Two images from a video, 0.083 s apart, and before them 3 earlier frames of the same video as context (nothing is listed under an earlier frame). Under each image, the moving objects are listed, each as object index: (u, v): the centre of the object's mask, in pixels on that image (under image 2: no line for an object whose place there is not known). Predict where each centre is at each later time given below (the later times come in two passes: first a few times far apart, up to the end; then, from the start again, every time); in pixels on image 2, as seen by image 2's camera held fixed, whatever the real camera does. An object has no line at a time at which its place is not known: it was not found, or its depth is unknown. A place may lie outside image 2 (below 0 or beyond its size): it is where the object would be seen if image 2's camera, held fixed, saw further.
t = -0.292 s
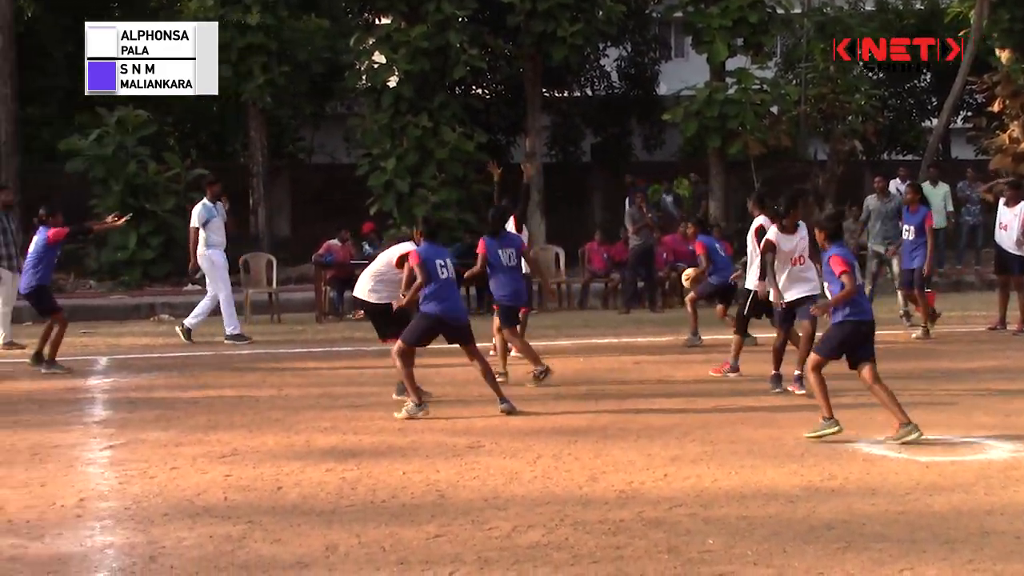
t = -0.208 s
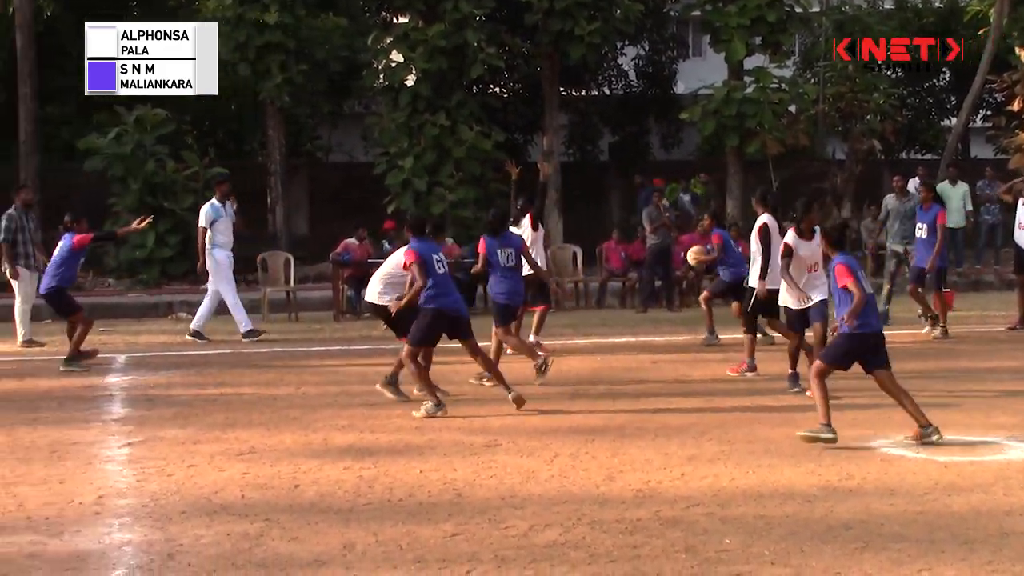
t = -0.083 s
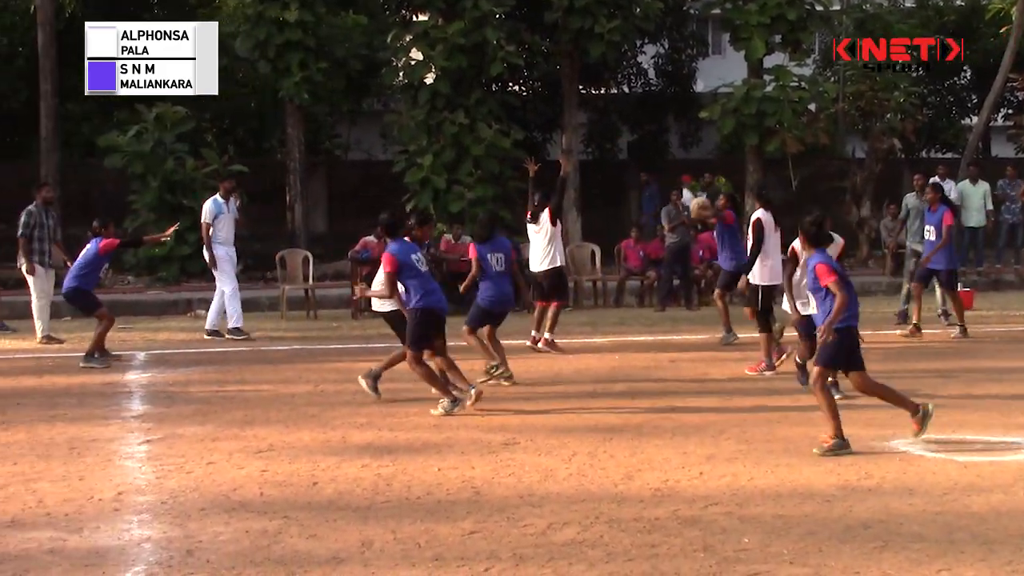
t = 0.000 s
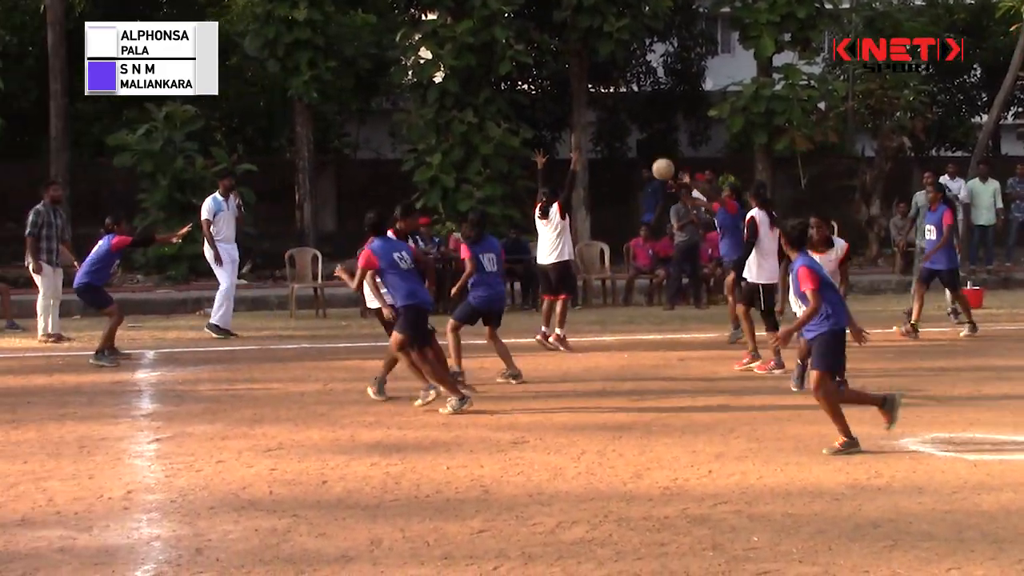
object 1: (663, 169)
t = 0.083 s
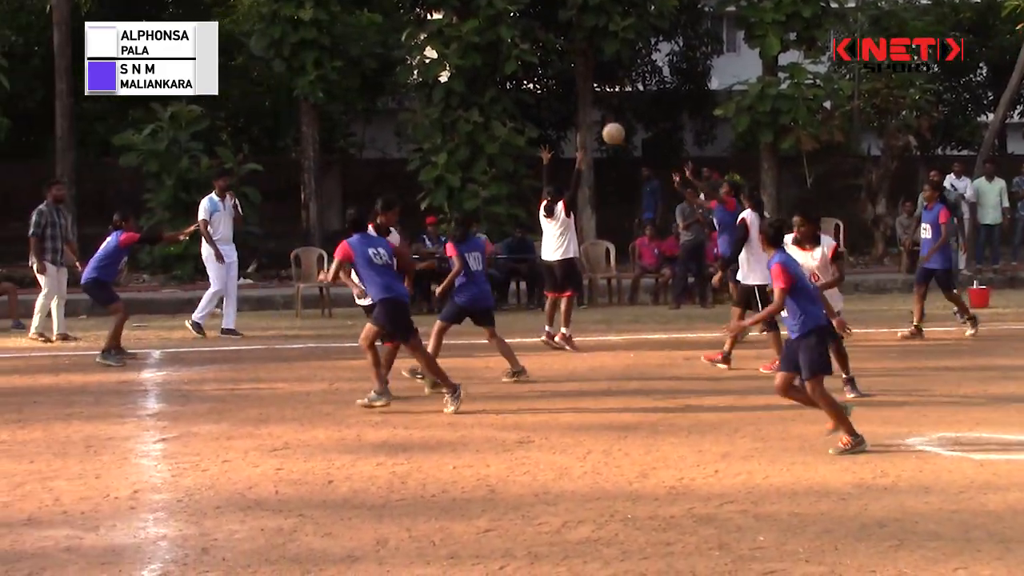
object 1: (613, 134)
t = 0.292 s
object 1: (481, 72)
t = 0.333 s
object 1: (444, 62)
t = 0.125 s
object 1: (587, 119)
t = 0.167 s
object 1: (560, 105)
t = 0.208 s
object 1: (533, 93)
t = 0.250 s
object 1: (507, 82)
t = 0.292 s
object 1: (481, 72)
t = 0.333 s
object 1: (444, 62)
